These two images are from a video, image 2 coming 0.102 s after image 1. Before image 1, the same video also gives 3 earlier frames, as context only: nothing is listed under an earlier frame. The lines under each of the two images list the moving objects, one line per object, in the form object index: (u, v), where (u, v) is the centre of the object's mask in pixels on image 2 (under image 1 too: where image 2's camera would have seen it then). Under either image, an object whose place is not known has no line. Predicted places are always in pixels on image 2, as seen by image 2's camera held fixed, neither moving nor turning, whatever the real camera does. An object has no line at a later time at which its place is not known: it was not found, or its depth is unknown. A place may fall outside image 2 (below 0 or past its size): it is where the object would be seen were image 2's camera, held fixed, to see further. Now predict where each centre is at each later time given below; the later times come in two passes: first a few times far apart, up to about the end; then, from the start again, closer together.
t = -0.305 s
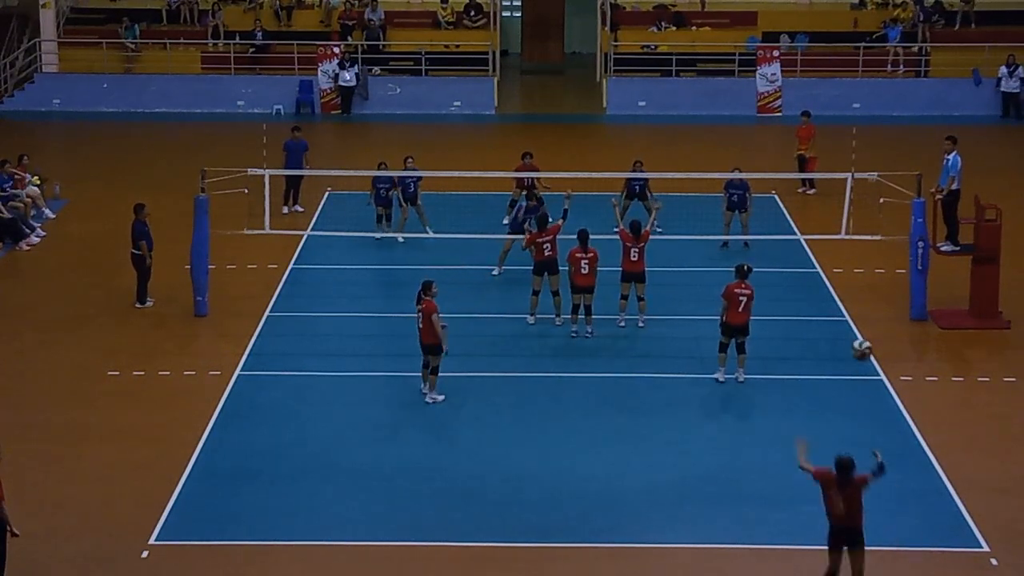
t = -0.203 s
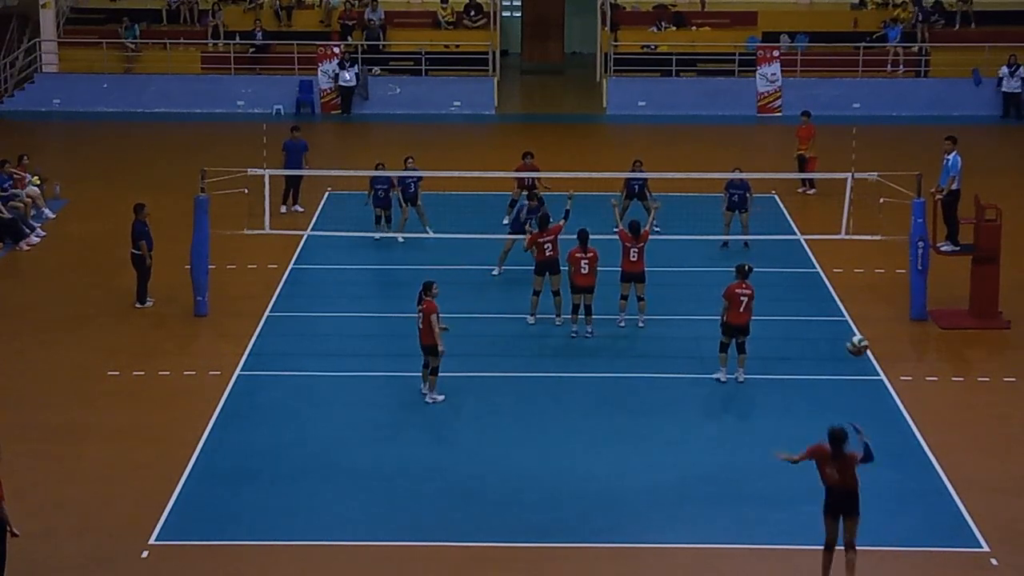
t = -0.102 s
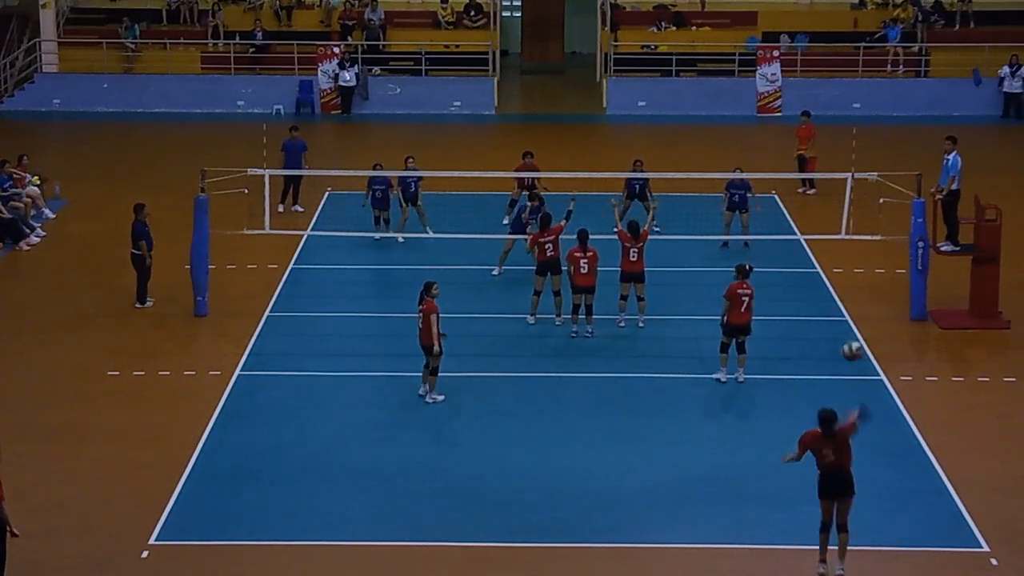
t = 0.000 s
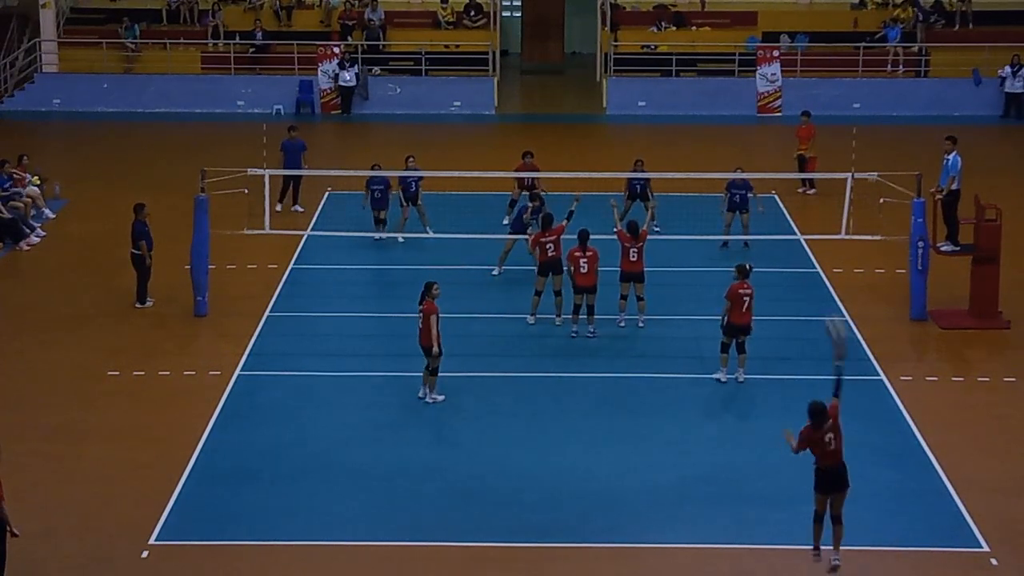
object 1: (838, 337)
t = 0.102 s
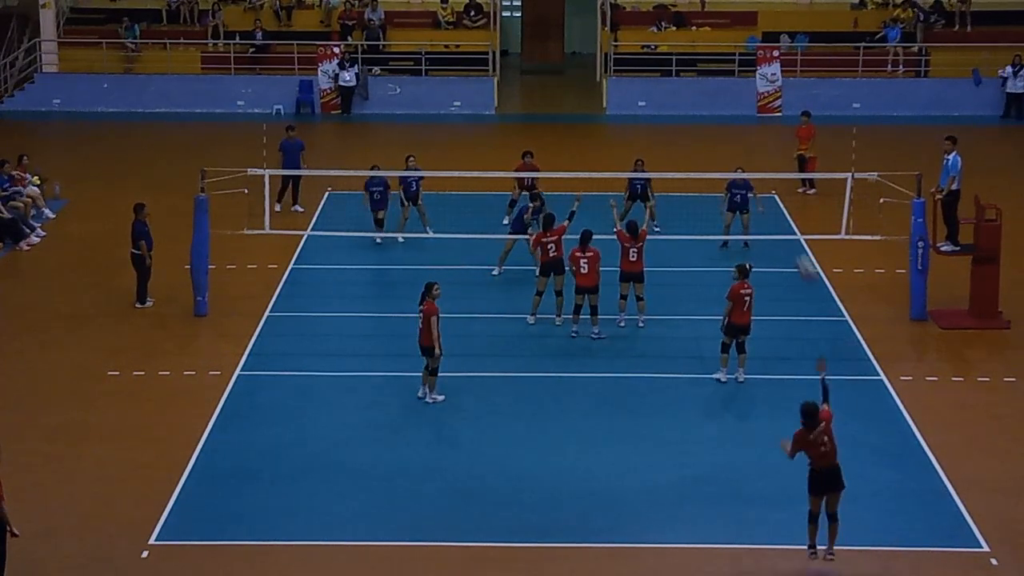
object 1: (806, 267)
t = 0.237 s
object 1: (774, 209)
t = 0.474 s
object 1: (739, 160)
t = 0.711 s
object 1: (706, 153)
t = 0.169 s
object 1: (788, 234)
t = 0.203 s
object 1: (783, 224)
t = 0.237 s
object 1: (774, 209)
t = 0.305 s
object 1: (764, 189)
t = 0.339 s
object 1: (759, 184)
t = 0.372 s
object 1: (755, 174)
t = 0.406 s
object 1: (748, 170)
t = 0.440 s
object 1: (744, 165)
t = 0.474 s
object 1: (739, 160)
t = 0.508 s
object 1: (733, 158)
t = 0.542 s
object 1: (728, 156)
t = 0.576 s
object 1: (723, 154)
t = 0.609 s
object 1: (719, 153)
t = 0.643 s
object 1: (714, 152)
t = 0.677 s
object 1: (710, 153)
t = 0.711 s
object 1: (706, 153)
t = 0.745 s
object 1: (703, 154)
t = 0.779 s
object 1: (699, 156)
